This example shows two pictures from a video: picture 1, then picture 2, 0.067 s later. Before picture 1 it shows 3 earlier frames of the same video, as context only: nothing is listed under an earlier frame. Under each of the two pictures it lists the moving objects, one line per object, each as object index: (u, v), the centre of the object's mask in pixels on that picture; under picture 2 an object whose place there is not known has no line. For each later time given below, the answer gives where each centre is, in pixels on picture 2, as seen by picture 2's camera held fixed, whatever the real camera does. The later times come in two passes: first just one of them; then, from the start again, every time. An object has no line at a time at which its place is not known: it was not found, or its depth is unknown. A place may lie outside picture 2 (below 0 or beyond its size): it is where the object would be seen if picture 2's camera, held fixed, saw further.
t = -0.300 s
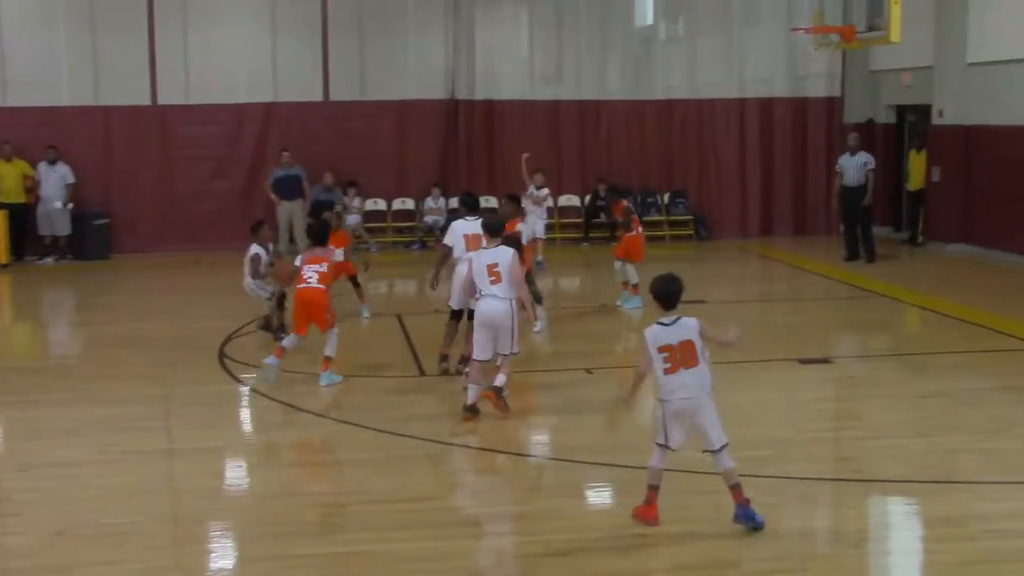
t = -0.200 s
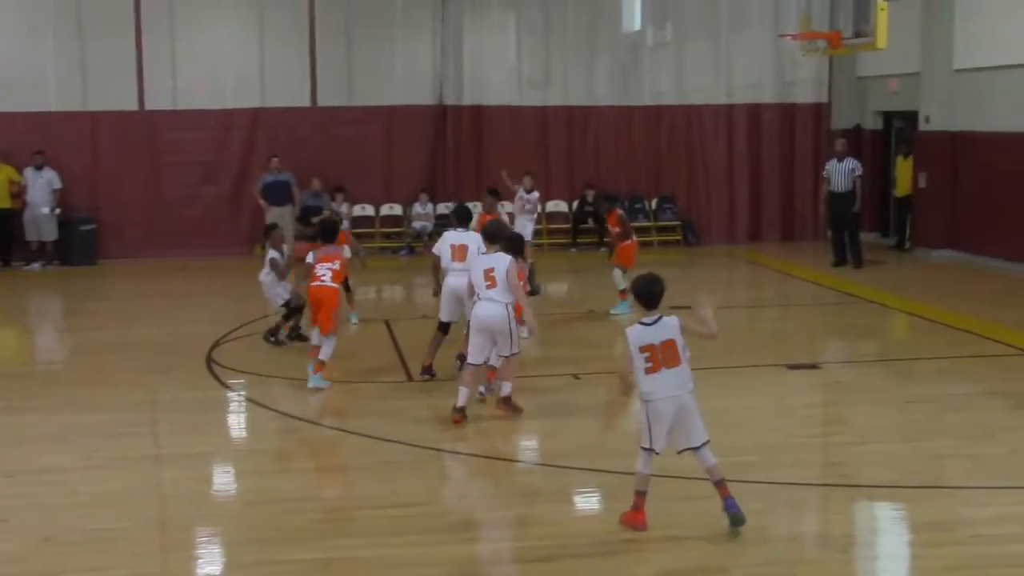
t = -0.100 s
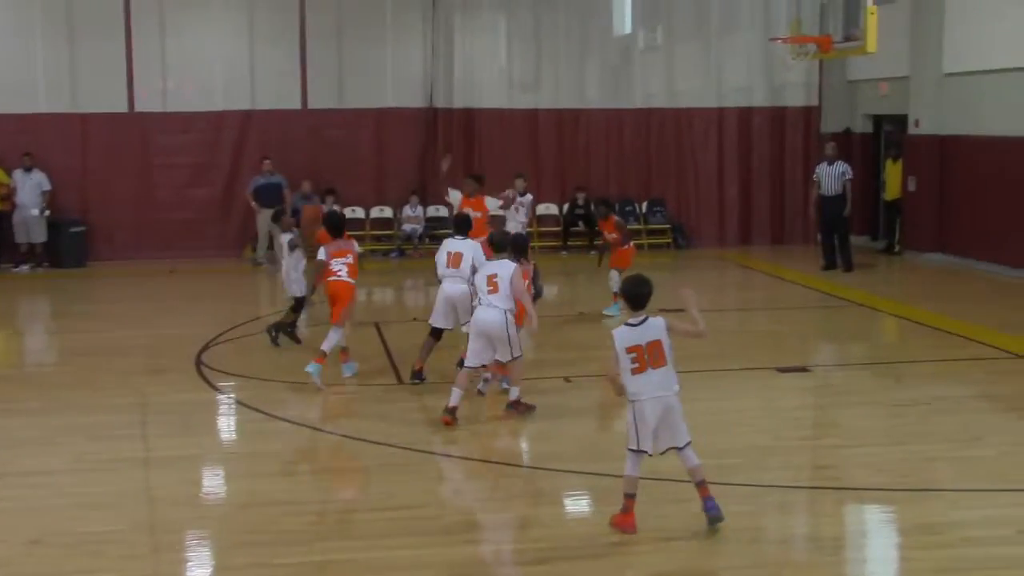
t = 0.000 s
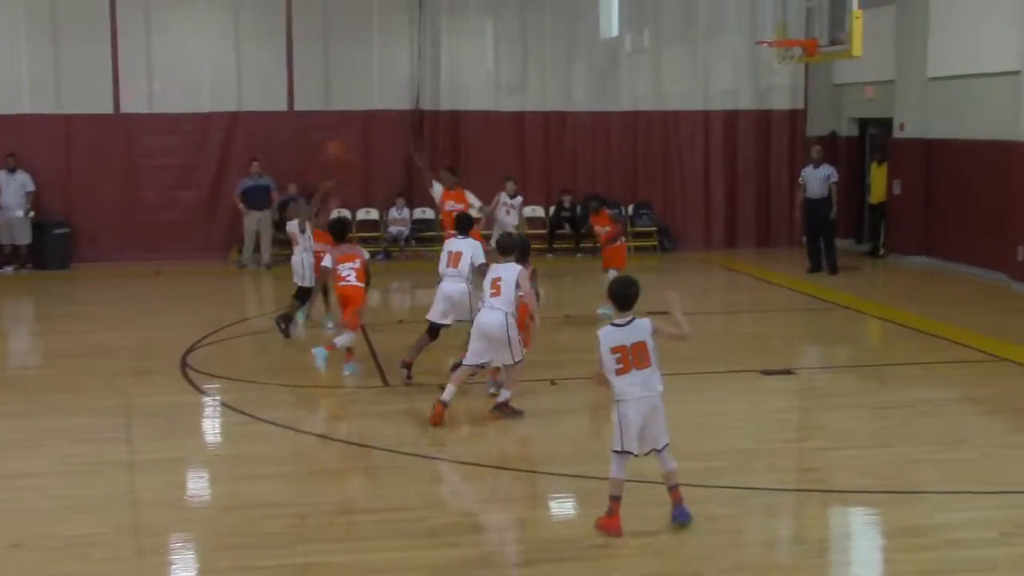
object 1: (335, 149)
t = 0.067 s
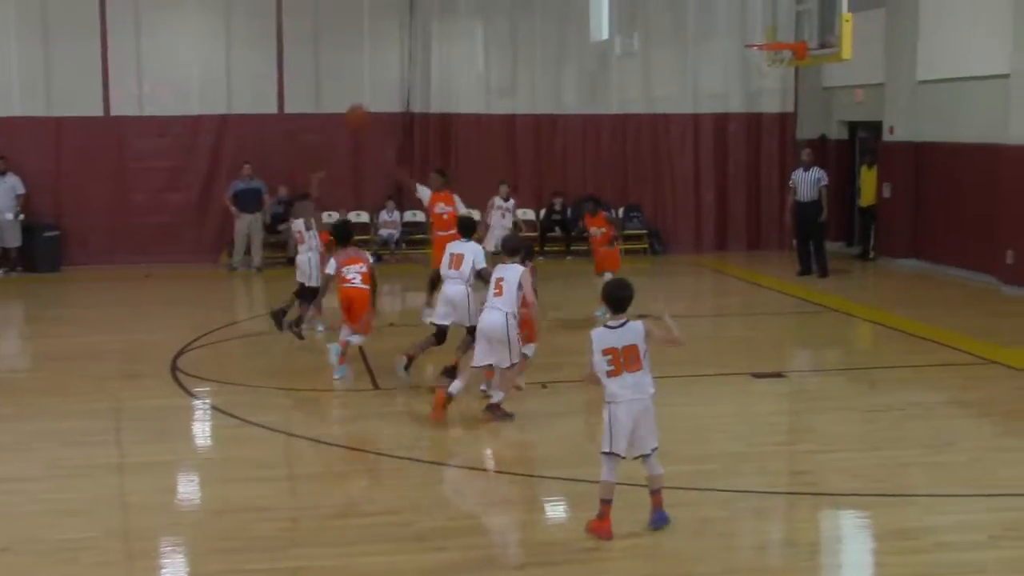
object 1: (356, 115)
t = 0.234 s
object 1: (425, 41)
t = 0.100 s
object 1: (370, 97)
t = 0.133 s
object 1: (384, 82)
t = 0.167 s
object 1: (398, 67)
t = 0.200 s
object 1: (411, 53)
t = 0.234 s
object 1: (425, 41)
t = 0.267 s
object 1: (438, 31)
